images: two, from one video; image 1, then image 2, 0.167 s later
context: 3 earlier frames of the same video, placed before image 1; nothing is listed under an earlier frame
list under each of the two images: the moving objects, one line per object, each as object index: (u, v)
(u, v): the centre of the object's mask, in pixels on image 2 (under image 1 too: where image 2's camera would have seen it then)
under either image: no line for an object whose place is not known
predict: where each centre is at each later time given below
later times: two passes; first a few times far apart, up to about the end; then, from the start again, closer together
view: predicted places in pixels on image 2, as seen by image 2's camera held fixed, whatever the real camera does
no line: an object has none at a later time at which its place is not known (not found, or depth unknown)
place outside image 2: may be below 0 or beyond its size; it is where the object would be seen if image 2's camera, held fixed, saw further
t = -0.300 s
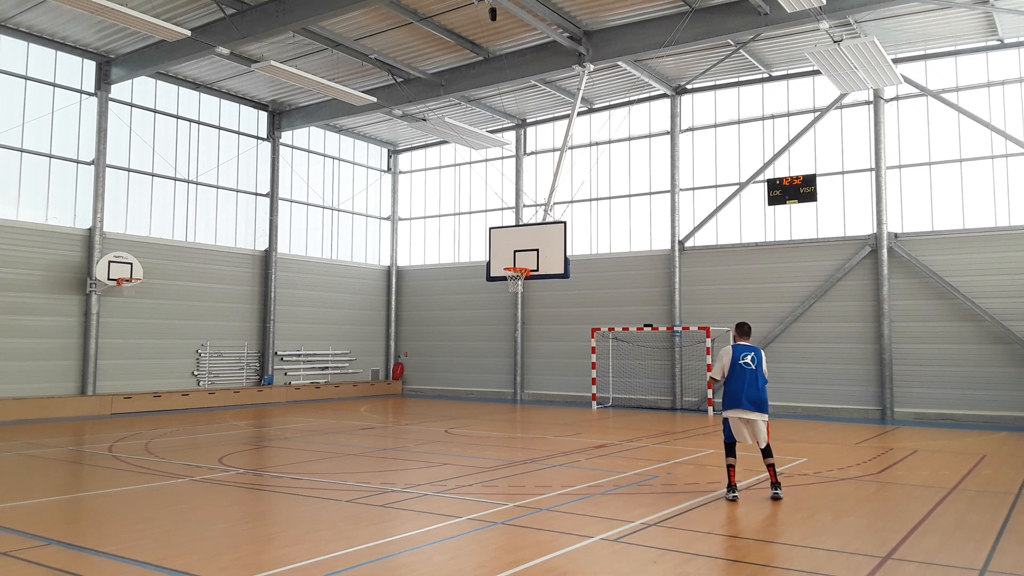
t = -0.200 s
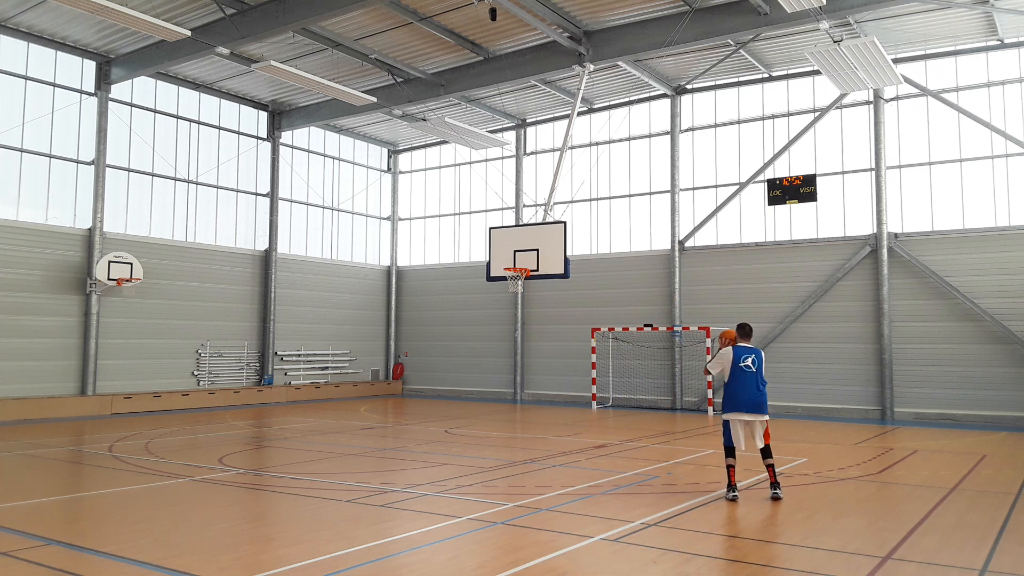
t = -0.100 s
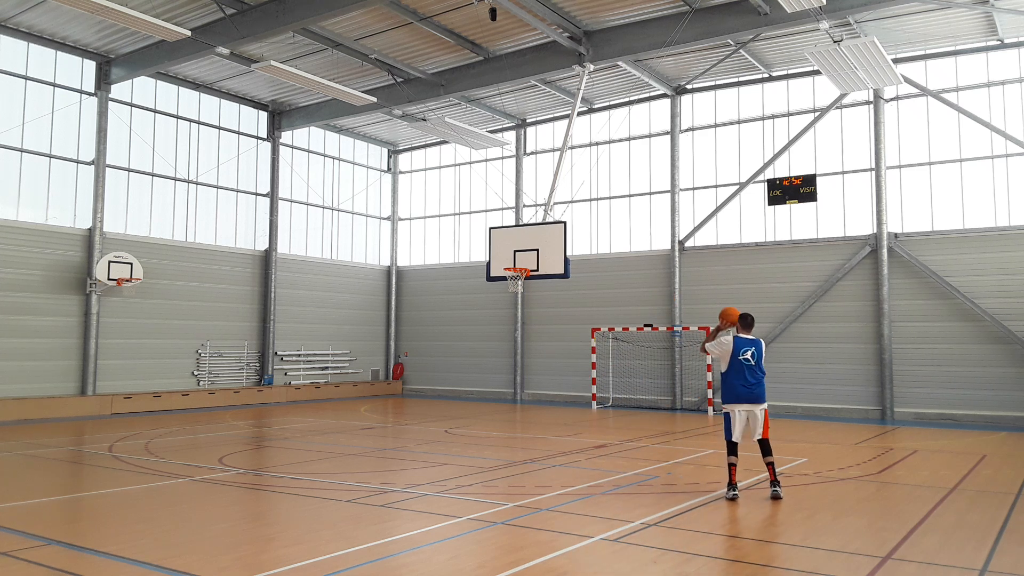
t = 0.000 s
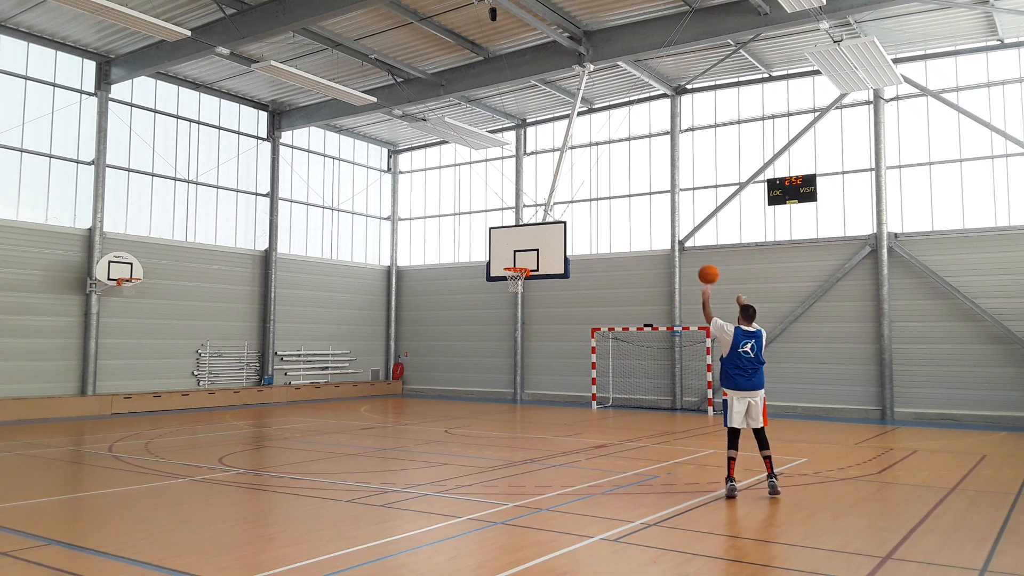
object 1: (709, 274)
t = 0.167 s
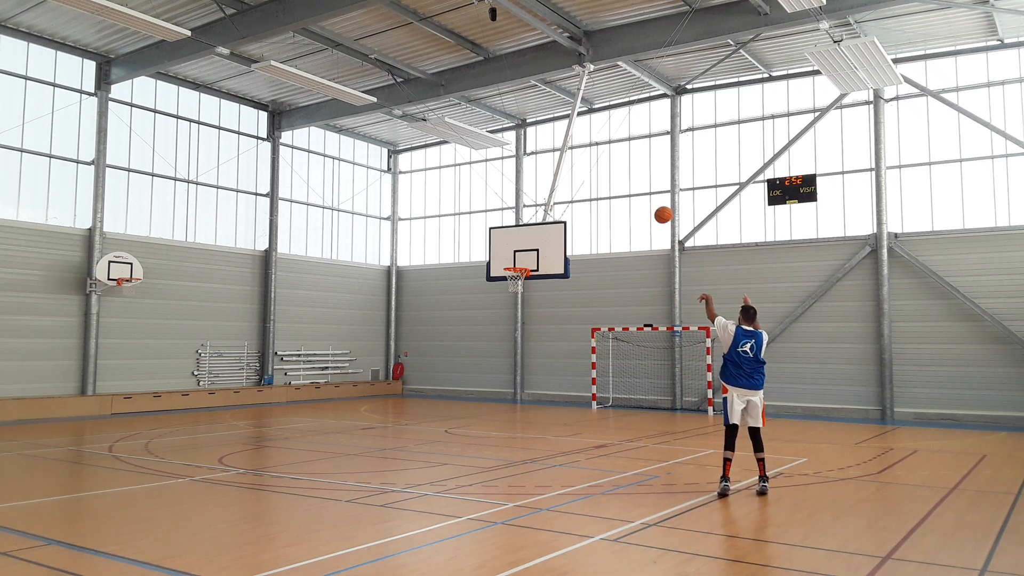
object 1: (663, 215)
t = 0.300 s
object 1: (633, 188)
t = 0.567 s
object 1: (585, 174)
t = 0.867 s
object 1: (542, 208)
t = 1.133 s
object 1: (512, 268)
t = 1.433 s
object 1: (520, 329)
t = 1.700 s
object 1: (529, 414)
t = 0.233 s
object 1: (647, 199)
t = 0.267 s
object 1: (640, 193)
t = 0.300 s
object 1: (633, 188)
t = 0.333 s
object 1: (626, 183)
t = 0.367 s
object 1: (620, 180)
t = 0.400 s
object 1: (614, 177)
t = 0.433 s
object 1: (608, 175)
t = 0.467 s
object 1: (602, 174)
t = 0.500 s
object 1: (596, 173)
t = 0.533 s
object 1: (590, 173)
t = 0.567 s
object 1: (585, 174)
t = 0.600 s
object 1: (579, 175)
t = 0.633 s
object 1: (574, 178)
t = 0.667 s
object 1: (569, 180)
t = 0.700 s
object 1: (565, 183)
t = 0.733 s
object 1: (560, 187)
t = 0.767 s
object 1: (555, 192)
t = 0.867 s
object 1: (542, 208)
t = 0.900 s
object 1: (539, 214)
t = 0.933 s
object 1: (534, 220)
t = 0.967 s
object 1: (530, 228)
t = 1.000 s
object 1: (526, 235)
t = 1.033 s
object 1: (522, 243)
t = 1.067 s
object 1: (519, 251)
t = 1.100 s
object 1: (515, 260)
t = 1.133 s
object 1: (512, 268)
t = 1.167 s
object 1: (510, 277)
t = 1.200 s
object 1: (511, 283)
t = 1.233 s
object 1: (512, 288)
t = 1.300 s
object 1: (515, 299)
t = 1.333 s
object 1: (516, 306)
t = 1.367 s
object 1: (518, 313)
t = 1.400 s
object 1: (519, 321)
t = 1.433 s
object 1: (520, 329)
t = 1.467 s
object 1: (521, 338)
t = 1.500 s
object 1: (523, 347)
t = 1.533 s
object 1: (523, 357)
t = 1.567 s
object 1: (525, 367)
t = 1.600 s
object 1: (526, 378)
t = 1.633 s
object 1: (527, 389)
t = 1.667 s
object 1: (528, 401)
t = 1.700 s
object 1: (529, 414)
